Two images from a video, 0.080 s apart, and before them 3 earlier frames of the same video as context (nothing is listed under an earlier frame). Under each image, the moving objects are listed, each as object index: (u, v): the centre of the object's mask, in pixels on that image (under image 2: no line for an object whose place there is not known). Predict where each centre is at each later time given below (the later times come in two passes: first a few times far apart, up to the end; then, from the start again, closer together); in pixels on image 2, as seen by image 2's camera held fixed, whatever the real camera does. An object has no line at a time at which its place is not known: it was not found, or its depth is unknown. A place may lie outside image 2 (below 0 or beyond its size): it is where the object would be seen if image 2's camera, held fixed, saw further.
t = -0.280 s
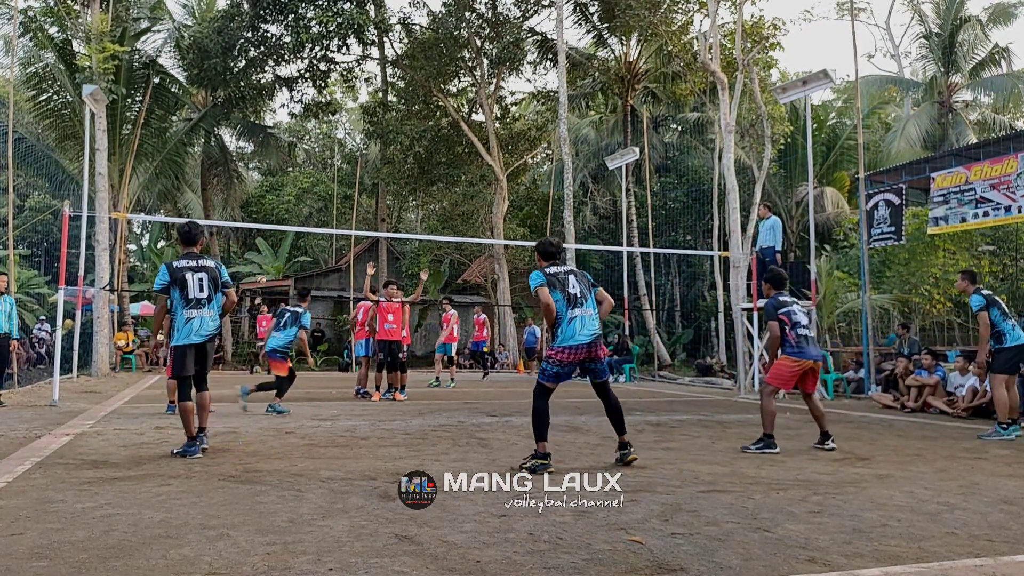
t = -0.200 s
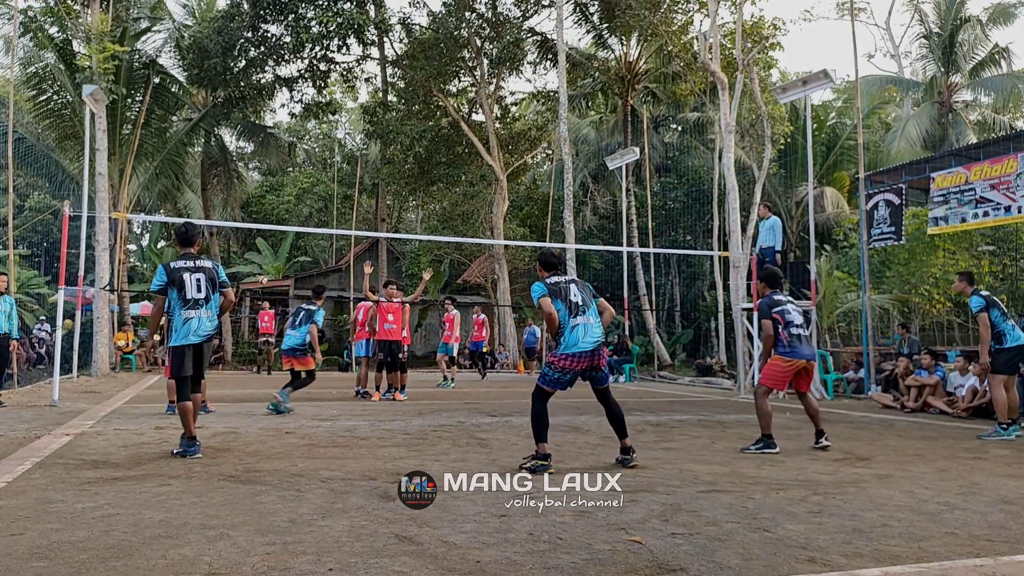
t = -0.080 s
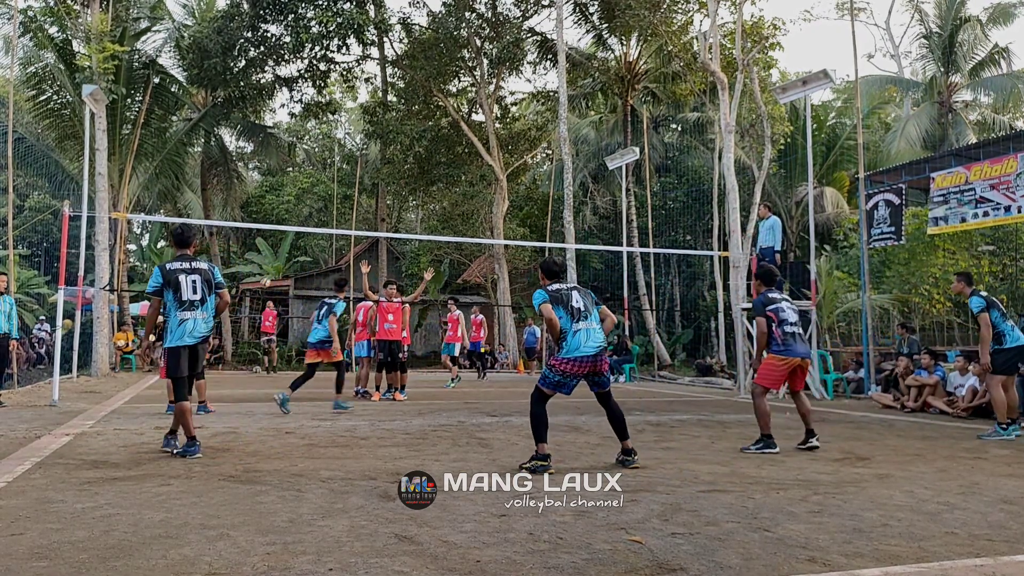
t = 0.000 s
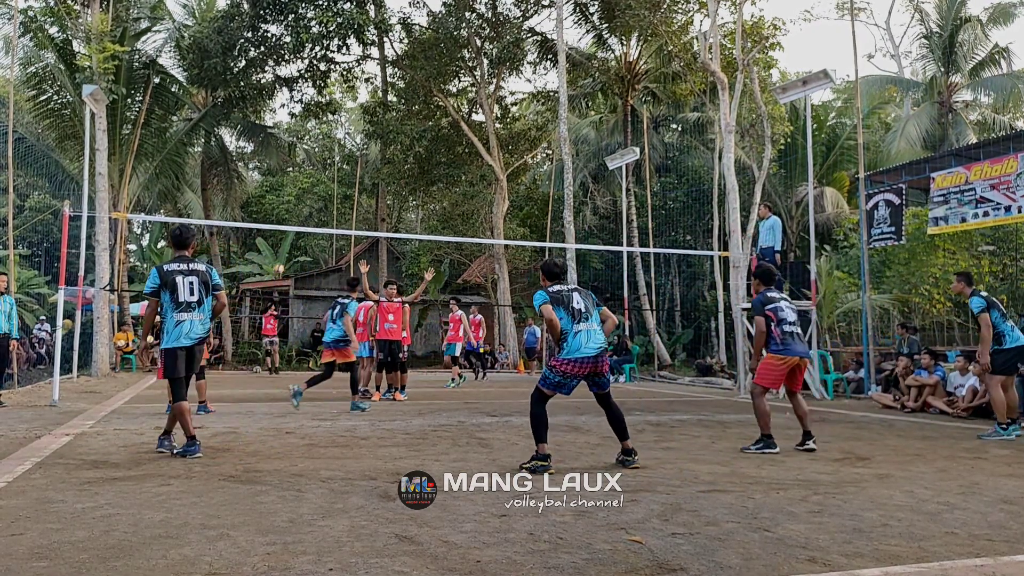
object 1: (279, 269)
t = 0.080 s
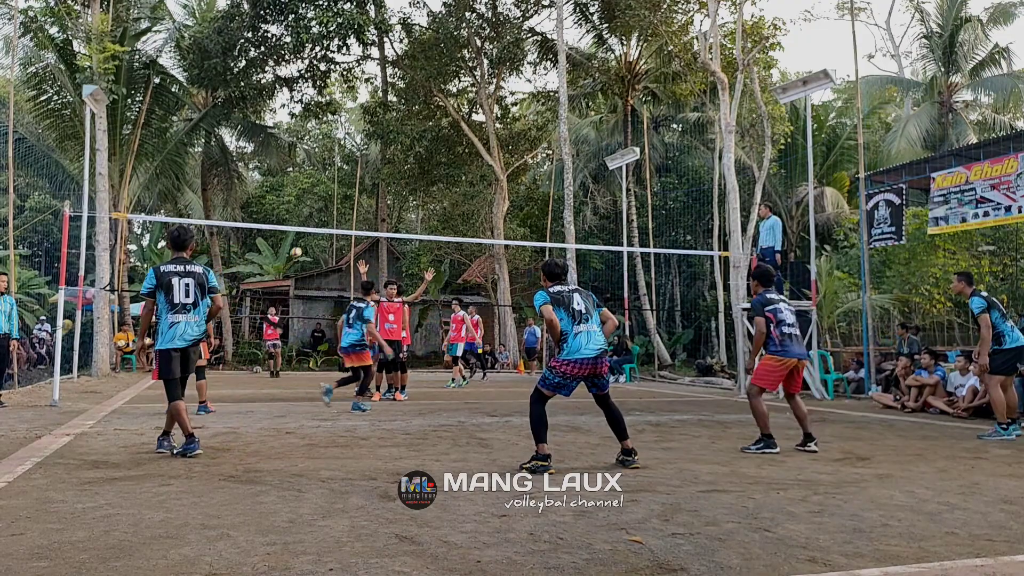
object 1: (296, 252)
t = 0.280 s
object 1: (342, 216)
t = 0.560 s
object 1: (434, 180)
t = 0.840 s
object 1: (567, 185)
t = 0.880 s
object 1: (601, 193)
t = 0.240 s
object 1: (334, 222)
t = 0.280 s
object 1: (342, 216)
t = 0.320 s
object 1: (351, 211)
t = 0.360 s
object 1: (366, 203)
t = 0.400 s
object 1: (376, 199)
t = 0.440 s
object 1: (392, 192)
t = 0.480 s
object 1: (404, 188)
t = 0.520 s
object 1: (416, 184)
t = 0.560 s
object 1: (434, 180)
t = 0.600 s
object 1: (448, 177)
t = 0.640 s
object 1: (461, 176)
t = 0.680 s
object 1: (484, 175)
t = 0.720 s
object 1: (500, 175)
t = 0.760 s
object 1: (527, 178)
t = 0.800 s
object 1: (546, 181)
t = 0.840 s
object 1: (567, 185)
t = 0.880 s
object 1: (601, 193)
